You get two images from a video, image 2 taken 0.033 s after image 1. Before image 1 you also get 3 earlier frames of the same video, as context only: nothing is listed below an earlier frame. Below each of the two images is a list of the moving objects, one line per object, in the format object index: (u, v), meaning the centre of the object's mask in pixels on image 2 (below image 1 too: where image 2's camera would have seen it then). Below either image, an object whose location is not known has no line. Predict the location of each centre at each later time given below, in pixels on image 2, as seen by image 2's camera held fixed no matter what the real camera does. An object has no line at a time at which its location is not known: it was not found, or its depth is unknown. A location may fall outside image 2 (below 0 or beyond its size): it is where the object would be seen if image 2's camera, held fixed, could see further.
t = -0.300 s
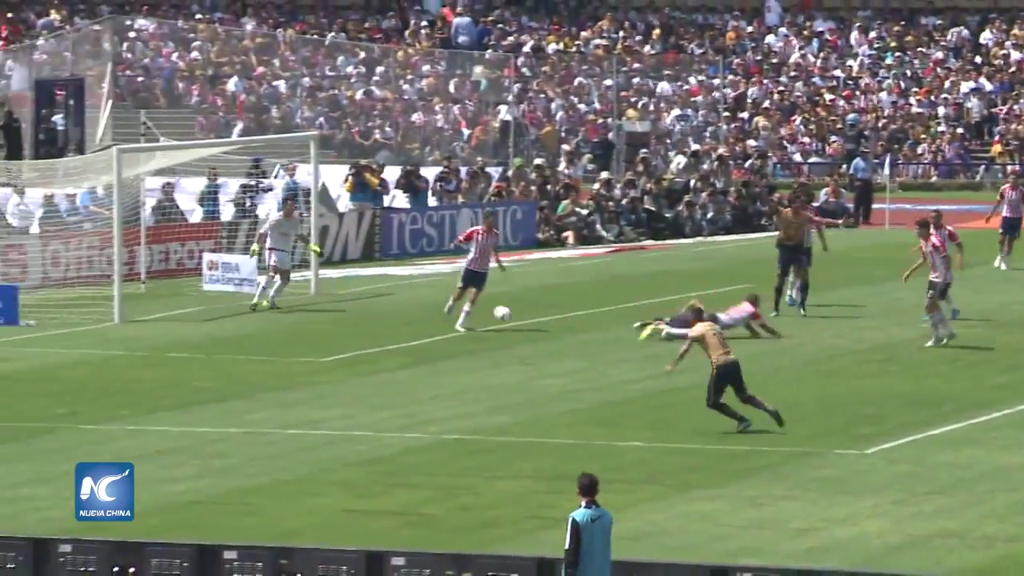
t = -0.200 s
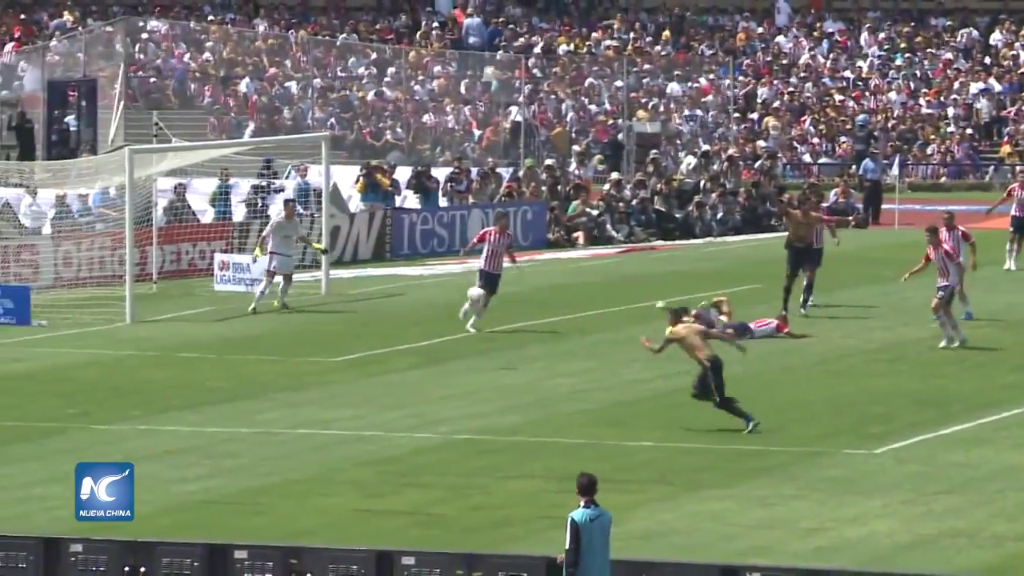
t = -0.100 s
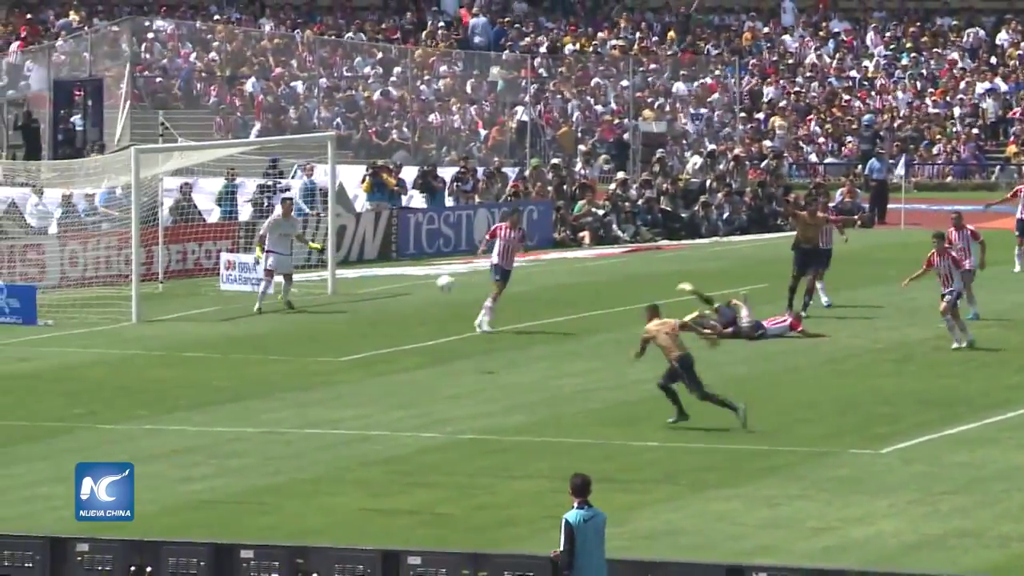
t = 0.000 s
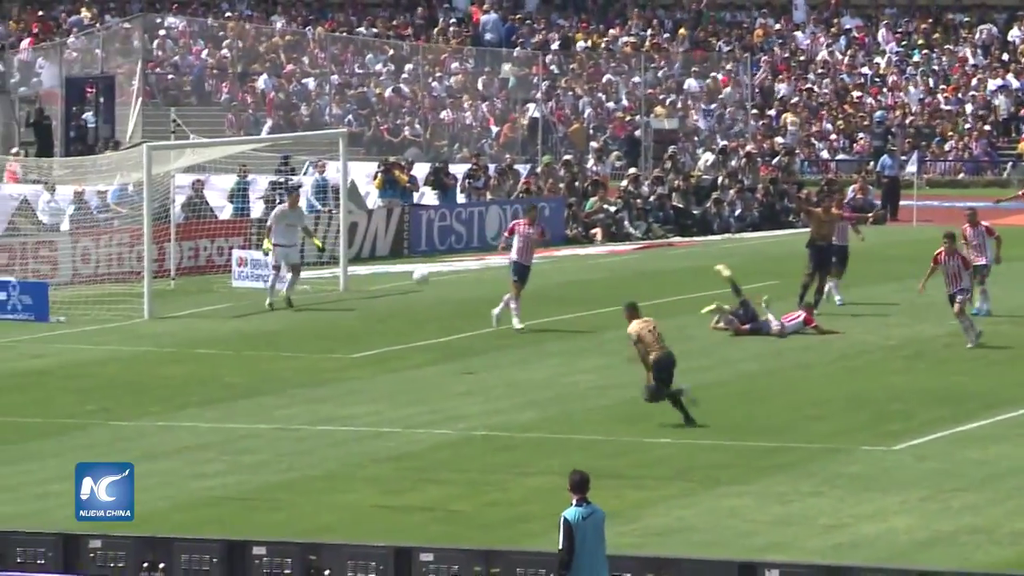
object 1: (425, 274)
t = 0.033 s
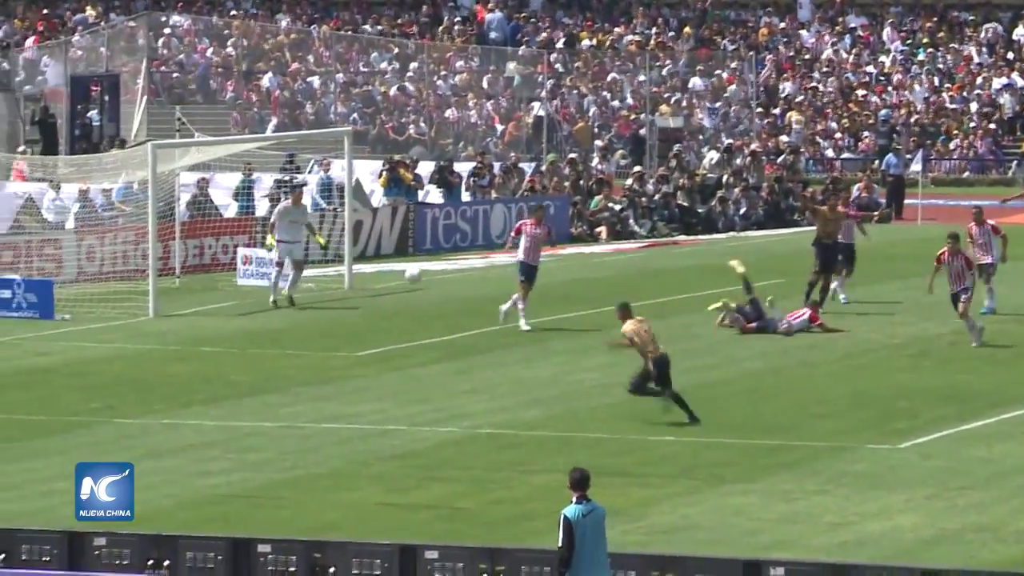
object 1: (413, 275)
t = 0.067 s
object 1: (400, 276)
